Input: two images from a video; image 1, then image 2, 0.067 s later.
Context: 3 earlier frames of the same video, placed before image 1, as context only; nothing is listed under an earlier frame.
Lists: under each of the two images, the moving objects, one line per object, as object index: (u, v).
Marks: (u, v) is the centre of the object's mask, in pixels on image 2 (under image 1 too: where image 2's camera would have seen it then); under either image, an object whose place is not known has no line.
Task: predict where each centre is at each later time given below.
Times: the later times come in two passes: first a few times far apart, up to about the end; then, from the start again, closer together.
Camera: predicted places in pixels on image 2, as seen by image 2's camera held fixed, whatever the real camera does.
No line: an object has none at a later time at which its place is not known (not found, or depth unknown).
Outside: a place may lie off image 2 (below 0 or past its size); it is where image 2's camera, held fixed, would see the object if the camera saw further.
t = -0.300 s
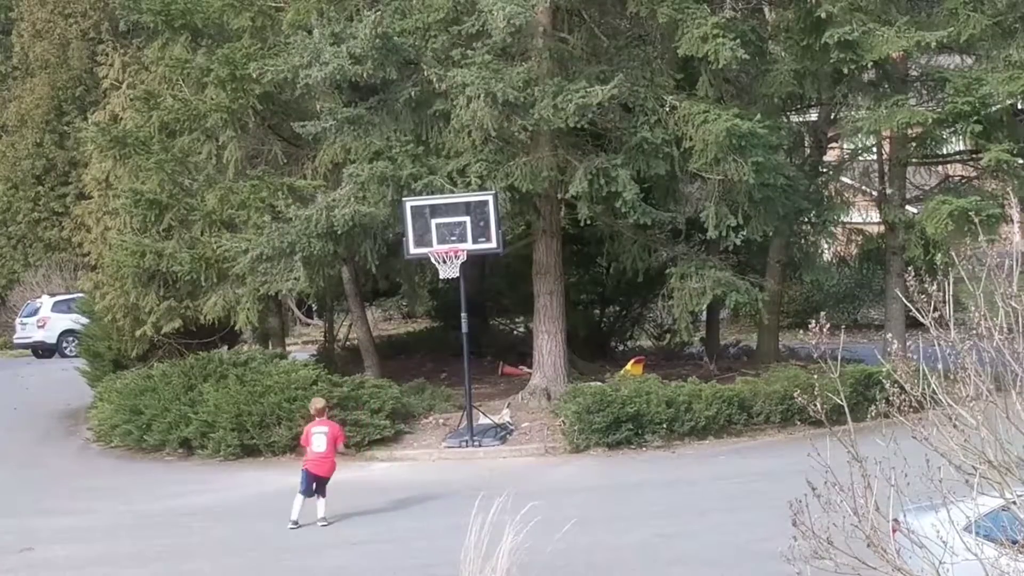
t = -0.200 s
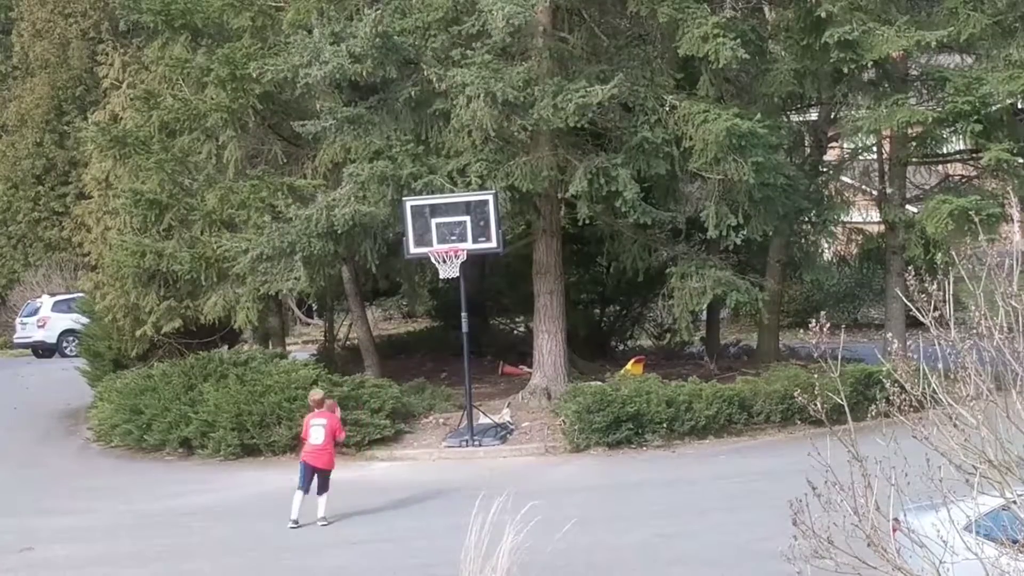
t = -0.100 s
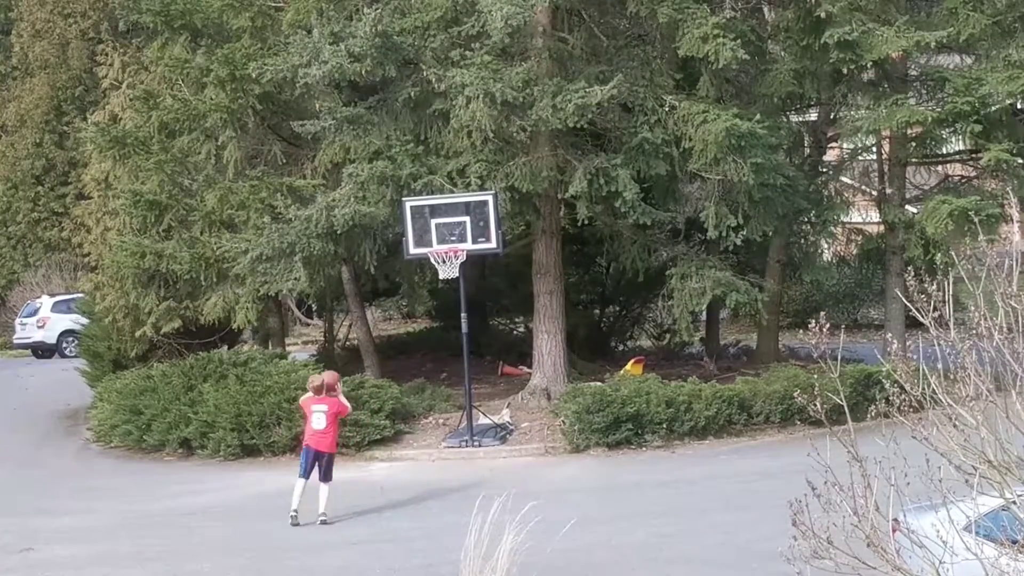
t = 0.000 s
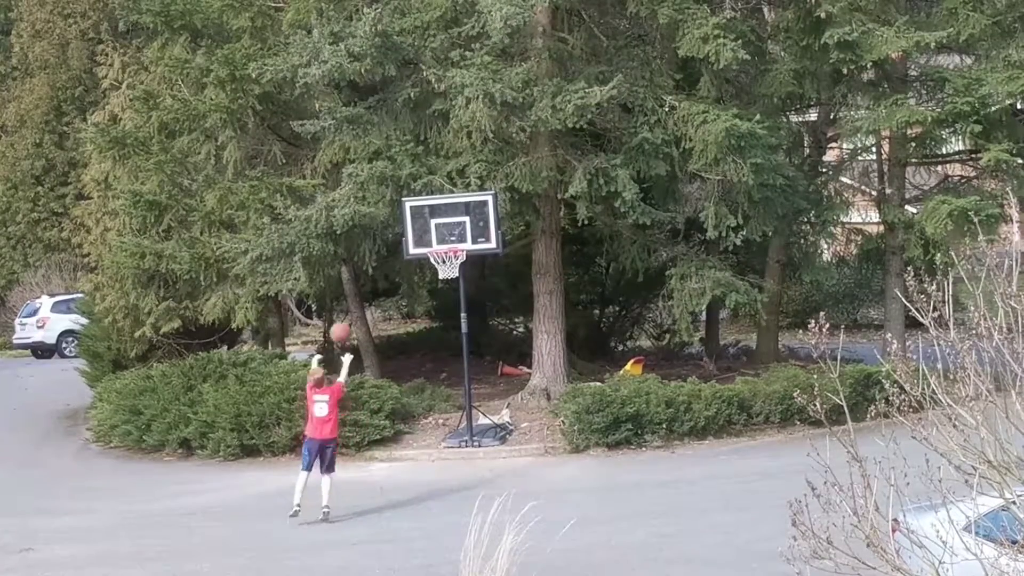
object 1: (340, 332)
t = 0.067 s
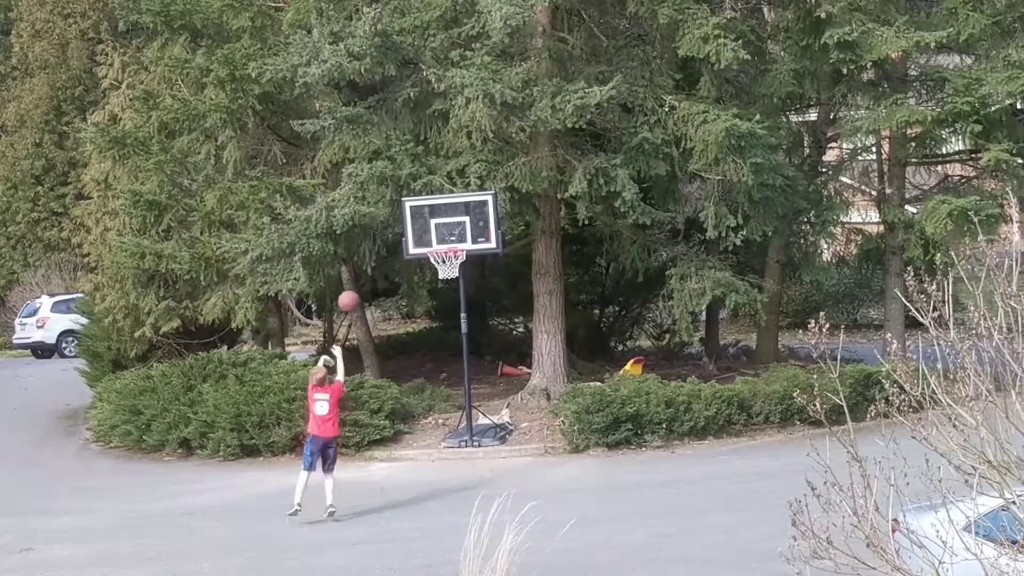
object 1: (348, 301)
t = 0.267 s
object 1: (374, 234)
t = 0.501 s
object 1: (403, 203)
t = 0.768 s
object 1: (438, 223)
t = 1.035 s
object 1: (433, 283)
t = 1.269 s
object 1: (409, 358)
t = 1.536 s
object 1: (386, 449)
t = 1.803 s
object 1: (361, 372)
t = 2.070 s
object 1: (341, 351)
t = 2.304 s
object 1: (324, 380)
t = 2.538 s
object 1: (311, 456)
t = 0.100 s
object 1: (353, 288)
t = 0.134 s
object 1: (357, 275)
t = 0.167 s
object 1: (361, 263)
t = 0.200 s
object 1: (365, 252)
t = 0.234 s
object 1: (369, 242)
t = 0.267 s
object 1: (374, 234)
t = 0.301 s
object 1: (378, 227)
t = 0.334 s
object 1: (382, 220)
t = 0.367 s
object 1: (387, 214)
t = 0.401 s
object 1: (391, 211)
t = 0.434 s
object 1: (394, 207)
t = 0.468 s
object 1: (399, 205)
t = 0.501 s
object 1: (403, 203)
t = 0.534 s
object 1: (407, 202)
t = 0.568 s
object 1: (411, 202)
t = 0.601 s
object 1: (416, 203)
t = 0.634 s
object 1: (420, 206)
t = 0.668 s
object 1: (424, 209)
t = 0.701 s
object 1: (429, 213)
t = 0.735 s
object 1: (433, 218)
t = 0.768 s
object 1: (438, 223)
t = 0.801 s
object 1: (443, 231)
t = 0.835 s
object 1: (447, 237)
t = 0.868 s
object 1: (452, 244)
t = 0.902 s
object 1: (449, 254)
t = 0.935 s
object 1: (447, 258)
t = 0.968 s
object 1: (442, 265)
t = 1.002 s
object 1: (437, 277)
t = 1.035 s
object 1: (433, 283)
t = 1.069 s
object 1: (429, 291)
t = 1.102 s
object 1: (426, 300)
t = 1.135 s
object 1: (423, 309)
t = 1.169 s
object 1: (419, 320)
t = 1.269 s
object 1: (409, 358)
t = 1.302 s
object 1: (406, 372)
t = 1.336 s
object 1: (403, 386)
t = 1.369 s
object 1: (399, 402)
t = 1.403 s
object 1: (397, 419)
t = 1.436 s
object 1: (394, 437)
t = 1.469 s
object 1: (392, 456)
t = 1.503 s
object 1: (389, 462)
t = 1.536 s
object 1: (386, 449)
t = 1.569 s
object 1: (382, 437)
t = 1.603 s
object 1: (379, 424)
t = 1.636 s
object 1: (376, 413)
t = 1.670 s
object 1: (372, 404)
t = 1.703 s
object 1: (369, 394)
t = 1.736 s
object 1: (367, 386)
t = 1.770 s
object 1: (364, 378)
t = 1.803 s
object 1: (361, 372)
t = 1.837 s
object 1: (357, 366)
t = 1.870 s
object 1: (356, 362)
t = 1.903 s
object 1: (353, 357)
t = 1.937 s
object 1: (351, 355)
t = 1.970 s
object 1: (348, 352)
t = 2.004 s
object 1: (346, 351)
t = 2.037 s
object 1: (343, 351)
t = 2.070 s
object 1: (341, 351)
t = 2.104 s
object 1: (338, 352)
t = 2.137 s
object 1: (336, 355)
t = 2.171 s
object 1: (334, 358)
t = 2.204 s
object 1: (332, 362)
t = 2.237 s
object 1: (329, 368)
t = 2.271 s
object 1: (327, 373)
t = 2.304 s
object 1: (324, 380)
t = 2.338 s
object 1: (322, 388)
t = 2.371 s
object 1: (320, 397)
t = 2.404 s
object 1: (318, 407)
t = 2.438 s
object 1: (316, 418)
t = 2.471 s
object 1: (313, 429)
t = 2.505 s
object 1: (312, 441)
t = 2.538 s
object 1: (311, 456)
